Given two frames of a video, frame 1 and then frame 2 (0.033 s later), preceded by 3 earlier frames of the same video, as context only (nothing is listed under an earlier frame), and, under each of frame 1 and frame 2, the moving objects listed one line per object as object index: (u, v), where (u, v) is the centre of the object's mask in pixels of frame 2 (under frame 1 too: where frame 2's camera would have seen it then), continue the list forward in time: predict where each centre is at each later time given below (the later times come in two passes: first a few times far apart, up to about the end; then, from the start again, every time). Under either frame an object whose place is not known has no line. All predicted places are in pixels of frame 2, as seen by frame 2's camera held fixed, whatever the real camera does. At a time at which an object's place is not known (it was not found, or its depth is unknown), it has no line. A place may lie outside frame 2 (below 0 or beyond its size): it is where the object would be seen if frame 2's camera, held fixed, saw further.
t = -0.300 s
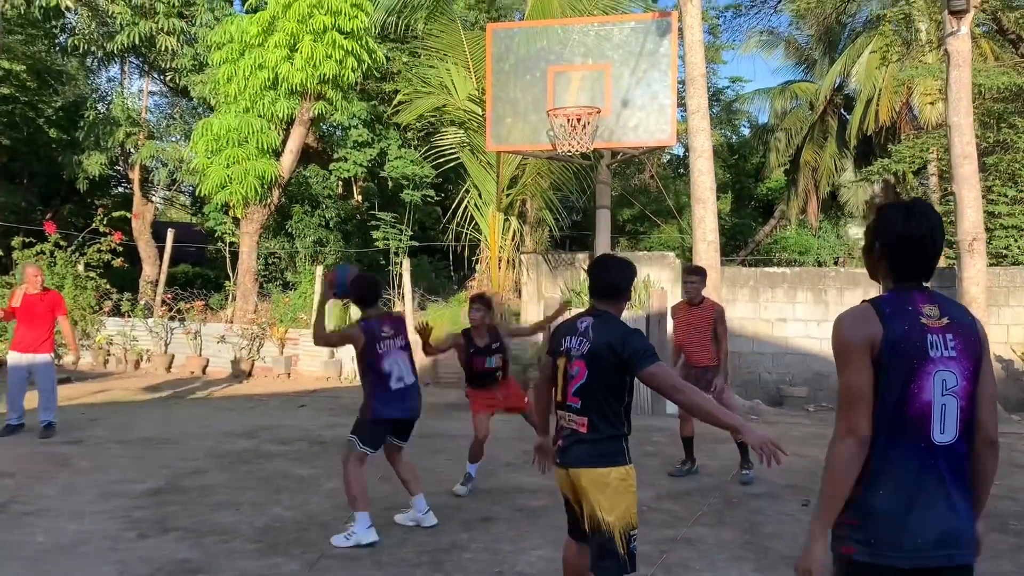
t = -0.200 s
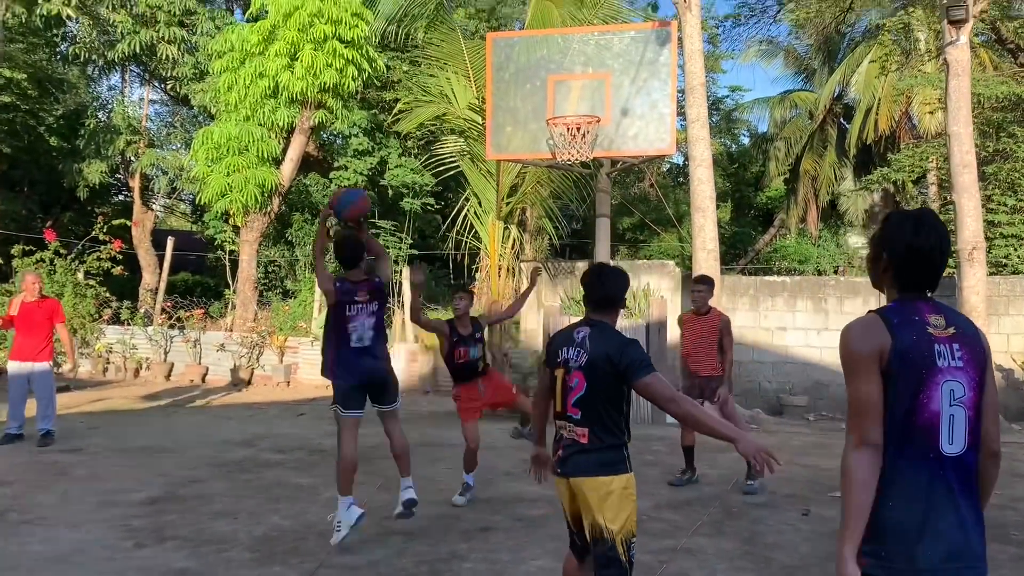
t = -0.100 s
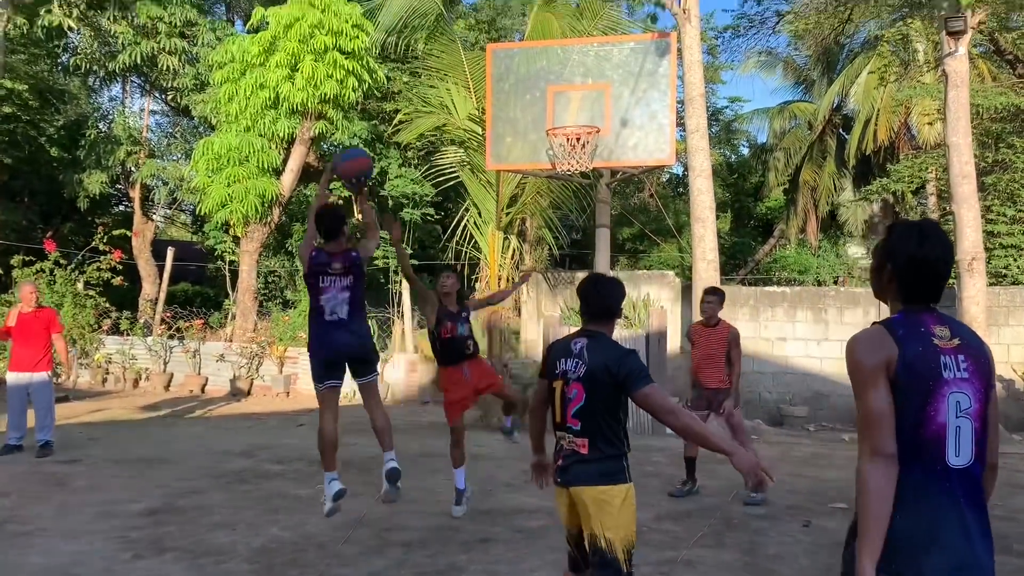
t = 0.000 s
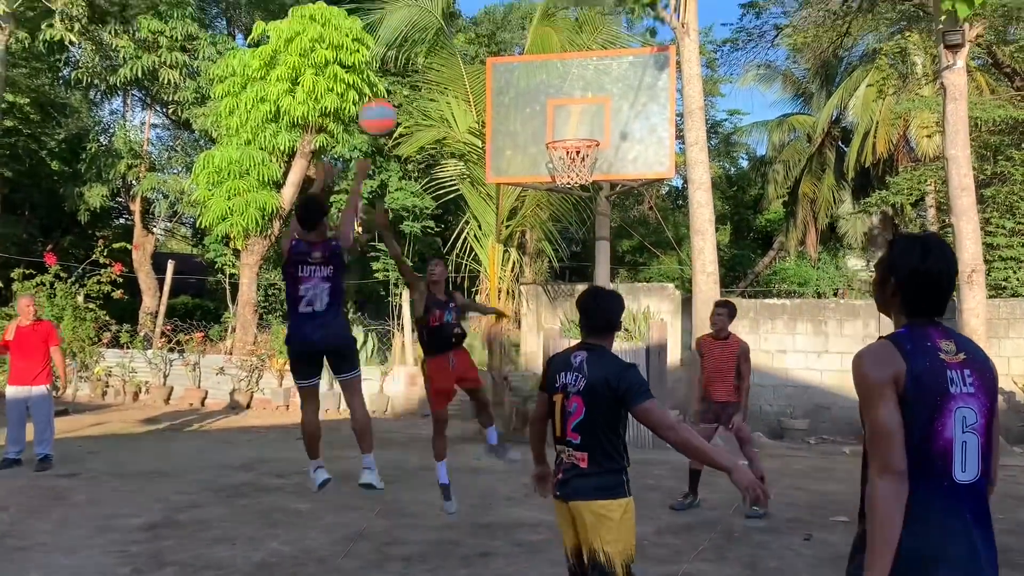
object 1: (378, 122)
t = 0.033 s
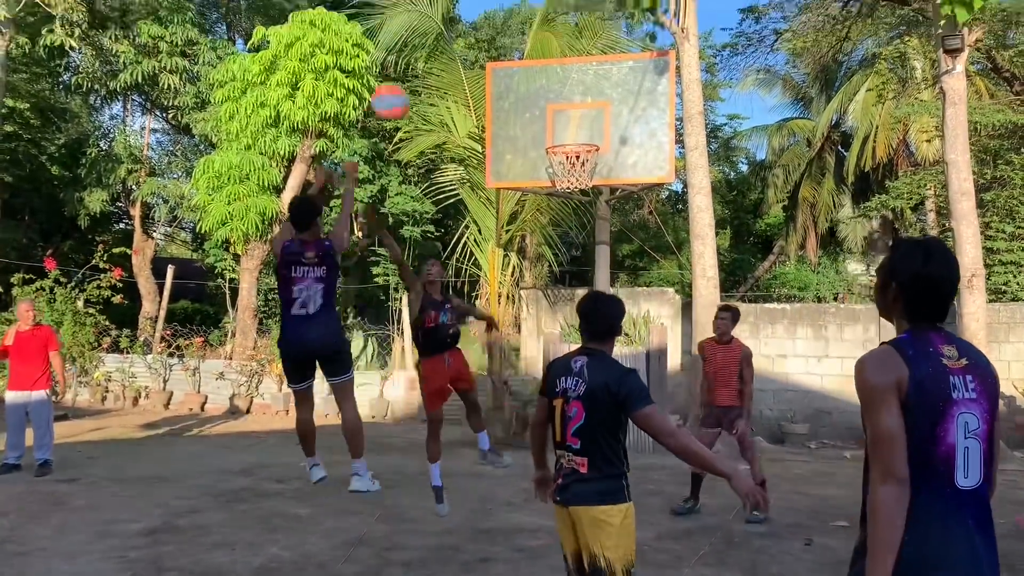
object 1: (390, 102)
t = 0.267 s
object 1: (464, 17)
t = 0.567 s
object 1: (539, 30)
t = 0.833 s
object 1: (591, 119)
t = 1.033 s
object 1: (623, 120)
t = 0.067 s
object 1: (402, 83)
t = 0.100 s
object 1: (413, 67)
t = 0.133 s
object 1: (425, 54)
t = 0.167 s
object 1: (435, 41)
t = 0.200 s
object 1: (445, 32)
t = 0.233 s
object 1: (453, 25)
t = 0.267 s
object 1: (464, 17)
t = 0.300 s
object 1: (474, 13)
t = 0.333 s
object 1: (483, 10)
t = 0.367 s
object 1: (492, 9)
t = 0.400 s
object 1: (501, 10)
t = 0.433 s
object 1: (510, 11)
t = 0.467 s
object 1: (517, 13)
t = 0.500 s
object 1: (525, 18)
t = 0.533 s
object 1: (532, 24)
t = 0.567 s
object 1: (539, 30)
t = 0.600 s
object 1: (547, 39)
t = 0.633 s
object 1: (554, 47)
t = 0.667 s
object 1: (560, 57)
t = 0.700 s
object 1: (567, 68)
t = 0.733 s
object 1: (573, 79)
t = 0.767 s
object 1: (579, 92)
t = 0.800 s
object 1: (585, 105)
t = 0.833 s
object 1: (591, 119)
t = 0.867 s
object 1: (596, 135)
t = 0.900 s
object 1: (601, 133)
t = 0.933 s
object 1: (607, 128)
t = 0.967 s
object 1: (612, 124)
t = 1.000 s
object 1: (617, 121)
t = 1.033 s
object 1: (623, 120)
